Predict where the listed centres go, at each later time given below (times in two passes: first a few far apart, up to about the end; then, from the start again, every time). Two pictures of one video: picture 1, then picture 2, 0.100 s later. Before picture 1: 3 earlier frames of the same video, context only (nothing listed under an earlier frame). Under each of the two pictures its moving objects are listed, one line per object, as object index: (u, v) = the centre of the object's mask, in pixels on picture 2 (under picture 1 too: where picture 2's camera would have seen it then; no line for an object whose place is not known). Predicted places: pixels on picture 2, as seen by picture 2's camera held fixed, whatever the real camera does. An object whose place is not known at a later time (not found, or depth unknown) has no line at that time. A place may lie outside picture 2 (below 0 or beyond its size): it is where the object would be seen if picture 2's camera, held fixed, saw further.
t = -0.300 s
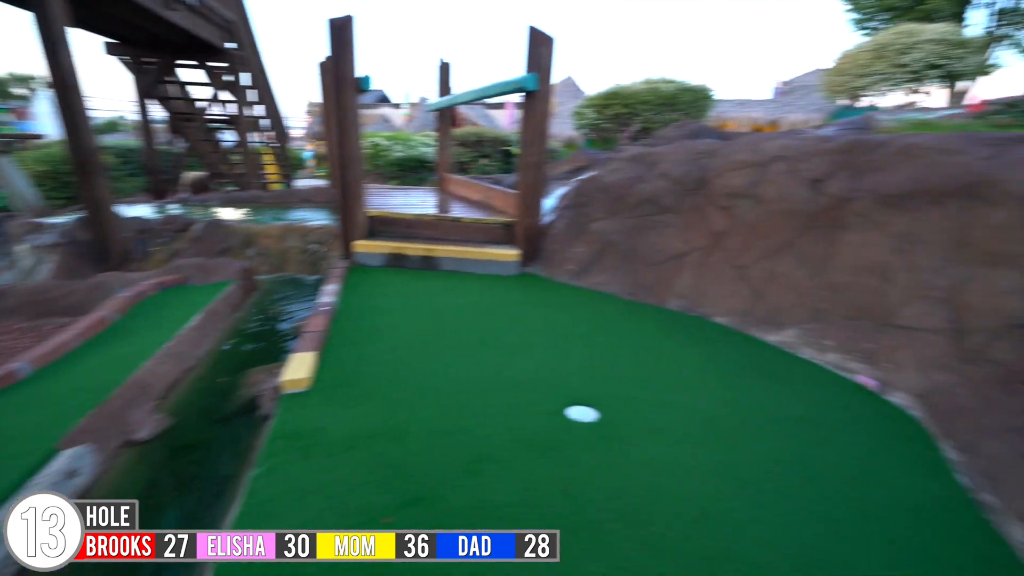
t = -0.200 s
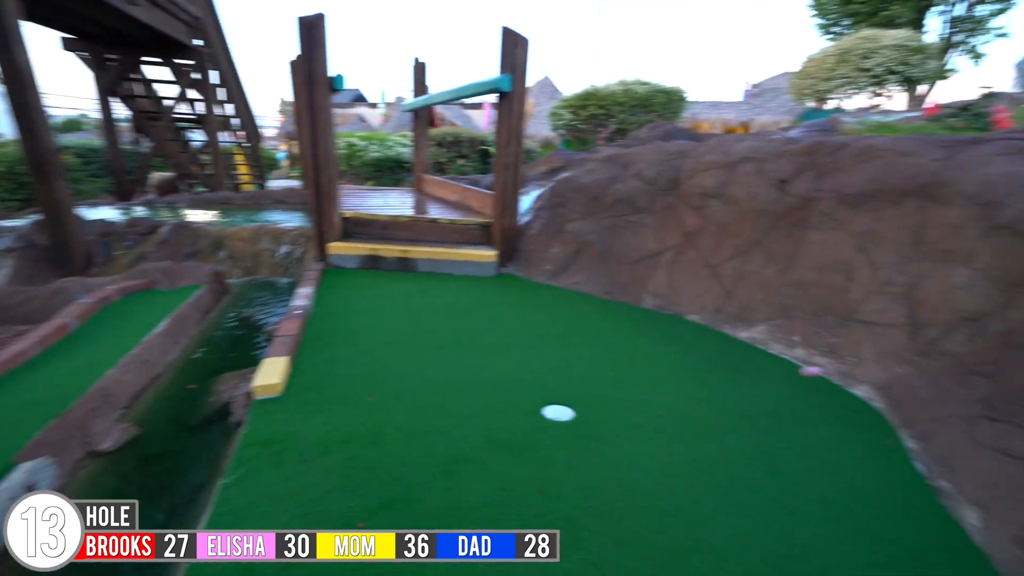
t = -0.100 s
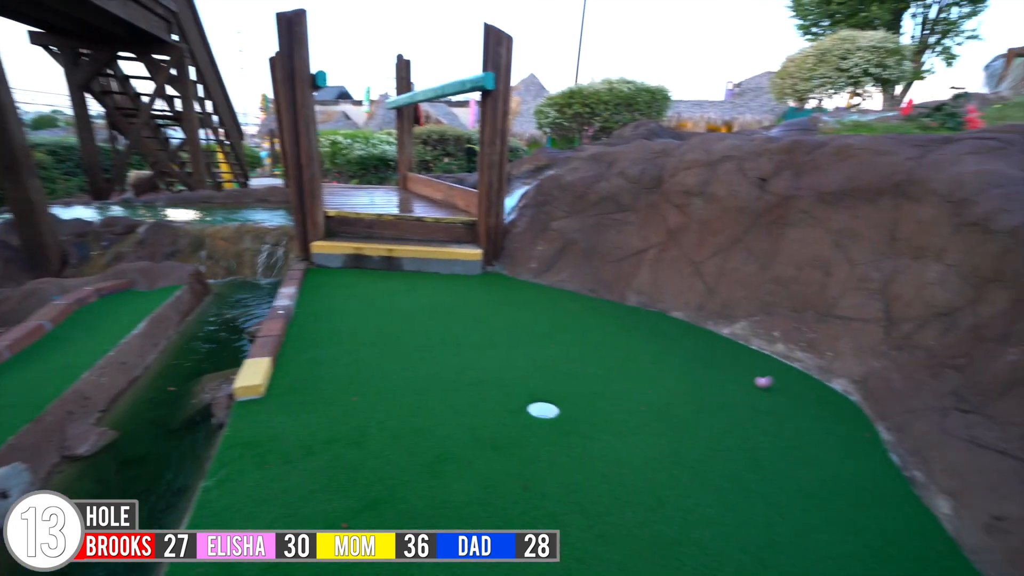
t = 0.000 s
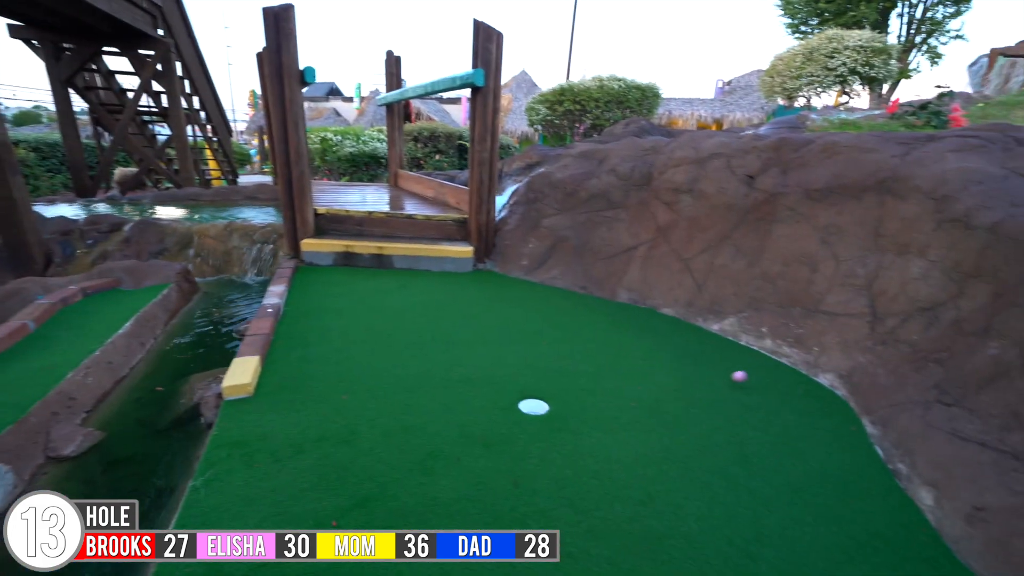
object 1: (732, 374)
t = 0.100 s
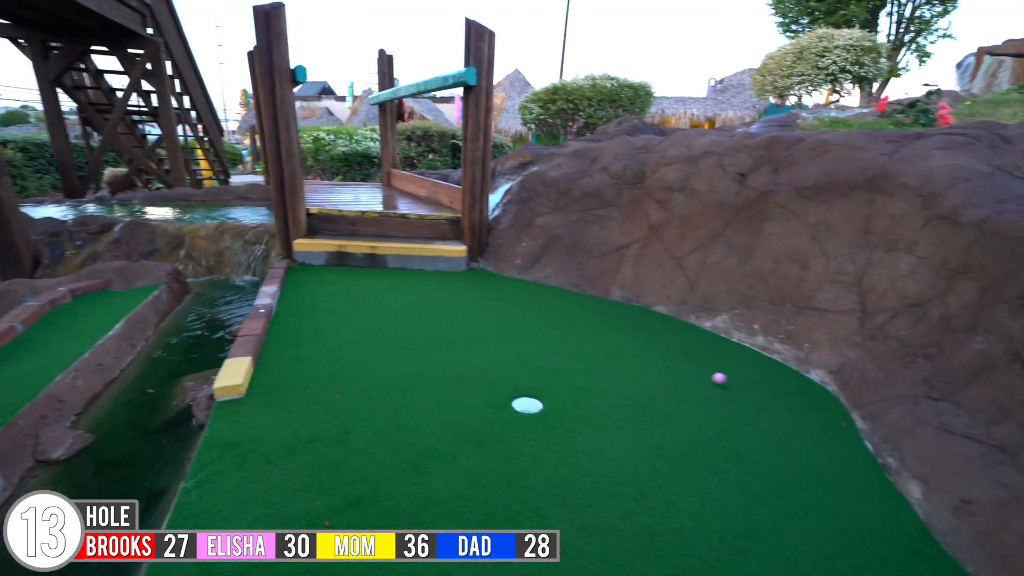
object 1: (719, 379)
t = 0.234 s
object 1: (704, 383)
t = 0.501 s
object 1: (677, 388)
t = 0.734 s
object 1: (658, 392)
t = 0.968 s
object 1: (642, 394)
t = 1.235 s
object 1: (631, 396)
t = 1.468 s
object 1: (623, 396)
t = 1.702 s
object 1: (620, 397)
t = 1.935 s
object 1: (620, 397)
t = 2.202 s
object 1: (621, 396)
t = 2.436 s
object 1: (622, 396)
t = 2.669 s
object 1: (623, 397)
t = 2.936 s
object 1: (630, 399)
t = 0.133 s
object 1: (715, 380)
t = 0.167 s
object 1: (711, 381)
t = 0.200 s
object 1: (707, 382)
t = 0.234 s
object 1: (704, 383)
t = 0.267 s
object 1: (700, 384)
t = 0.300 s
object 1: (697, 385)
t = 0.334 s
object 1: (693, 385)
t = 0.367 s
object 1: (690, 386)
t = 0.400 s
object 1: (687, 386)
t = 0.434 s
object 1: (683, 387)
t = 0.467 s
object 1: (680, 388)
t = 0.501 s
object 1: (677, 388)
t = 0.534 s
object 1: (674, 389)
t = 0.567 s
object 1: (672, 389)
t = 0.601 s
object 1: (669, 390)
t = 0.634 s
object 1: (666, 390)
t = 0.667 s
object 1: (663, 391)
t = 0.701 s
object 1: (661, 391)
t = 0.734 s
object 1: (658, 392)
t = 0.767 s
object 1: (656, 392)
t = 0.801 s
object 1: (654, 392)
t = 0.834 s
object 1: (651, 393)
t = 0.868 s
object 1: (649, 393)
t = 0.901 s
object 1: (647, 393)
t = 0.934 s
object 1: (644, 393)
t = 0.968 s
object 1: (642, 394)
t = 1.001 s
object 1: (641, 394)
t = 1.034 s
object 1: (639, 394)
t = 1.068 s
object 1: (637, 395)
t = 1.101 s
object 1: (636, 395)
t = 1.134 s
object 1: (634, 395)
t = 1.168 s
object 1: (633, 395)
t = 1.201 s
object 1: (632, 395)
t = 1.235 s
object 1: (631, 396)
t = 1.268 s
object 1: (629, 396)
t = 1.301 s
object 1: (628, 396)
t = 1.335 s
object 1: (627, 396)
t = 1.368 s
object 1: (626, 396)
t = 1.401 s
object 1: (625, 396)
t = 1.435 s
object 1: (624, 395)
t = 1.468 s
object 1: (623, 396)
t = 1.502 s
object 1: (622, 396)
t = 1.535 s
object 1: (621, 397)
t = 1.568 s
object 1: (621, 397)
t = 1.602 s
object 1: (621, 397)
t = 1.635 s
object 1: (620, 397)
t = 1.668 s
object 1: (620, 397)
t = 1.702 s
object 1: (620, 397)
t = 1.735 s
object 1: (620, 397)
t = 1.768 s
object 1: (620, 397)
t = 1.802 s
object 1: (620, 397)
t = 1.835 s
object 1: (620, 397)
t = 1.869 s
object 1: (620, 397)
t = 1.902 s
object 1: (620, 397)
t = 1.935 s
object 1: (620, 397)
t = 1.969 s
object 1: (621, 396)
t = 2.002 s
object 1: (621, 396)
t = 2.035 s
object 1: (621, 396)
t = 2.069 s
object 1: (621, 396)
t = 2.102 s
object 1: (621, 396)
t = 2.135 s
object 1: (621, 396)
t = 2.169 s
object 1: (621, 396)
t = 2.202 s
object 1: (621, 396)
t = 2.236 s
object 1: (621, 396)
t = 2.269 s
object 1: (621, 396)
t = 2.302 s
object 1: (622, 396)
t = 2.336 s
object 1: (622, 396)
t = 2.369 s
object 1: (622, 396)
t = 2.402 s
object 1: (622, 396)
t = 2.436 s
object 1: (622, 396)
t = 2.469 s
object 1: (622, 396)
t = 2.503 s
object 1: (622, 396)
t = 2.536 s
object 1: (622, 396)
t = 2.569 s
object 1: (622, 396)
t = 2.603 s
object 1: (623, 397)
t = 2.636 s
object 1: (623, 397)
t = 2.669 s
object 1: (623, 397)
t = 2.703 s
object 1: (624, 397)
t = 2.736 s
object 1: (624, 397)
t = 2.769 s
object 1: (625, 397)
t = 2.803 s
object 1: (626, 398)
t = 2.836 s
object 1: (627, 398)
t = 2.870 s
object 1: (628, 399)
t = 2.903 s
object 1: (629, 399)
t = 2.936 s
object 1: (630, 399)
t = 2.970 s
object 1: (631, 399)
